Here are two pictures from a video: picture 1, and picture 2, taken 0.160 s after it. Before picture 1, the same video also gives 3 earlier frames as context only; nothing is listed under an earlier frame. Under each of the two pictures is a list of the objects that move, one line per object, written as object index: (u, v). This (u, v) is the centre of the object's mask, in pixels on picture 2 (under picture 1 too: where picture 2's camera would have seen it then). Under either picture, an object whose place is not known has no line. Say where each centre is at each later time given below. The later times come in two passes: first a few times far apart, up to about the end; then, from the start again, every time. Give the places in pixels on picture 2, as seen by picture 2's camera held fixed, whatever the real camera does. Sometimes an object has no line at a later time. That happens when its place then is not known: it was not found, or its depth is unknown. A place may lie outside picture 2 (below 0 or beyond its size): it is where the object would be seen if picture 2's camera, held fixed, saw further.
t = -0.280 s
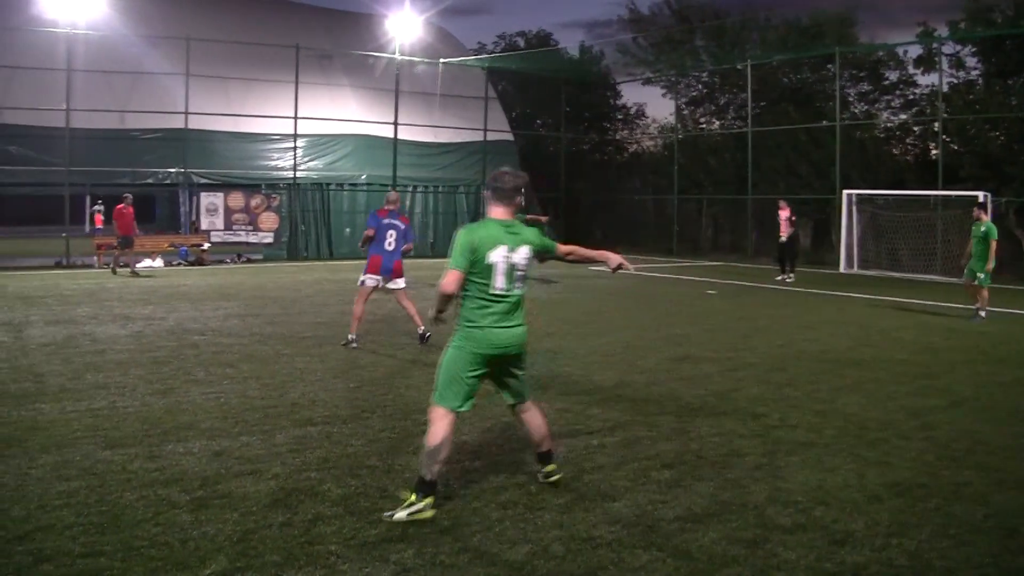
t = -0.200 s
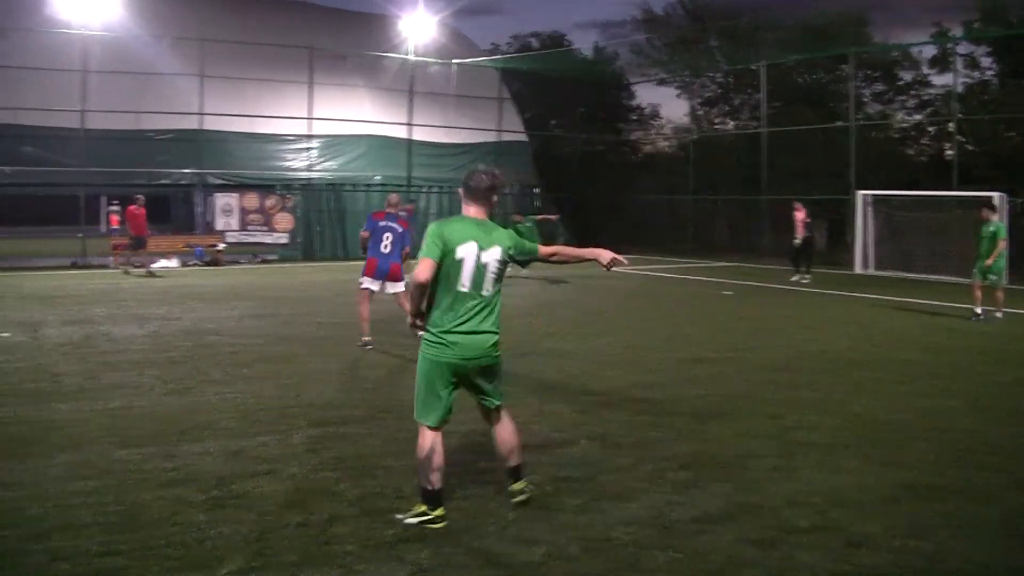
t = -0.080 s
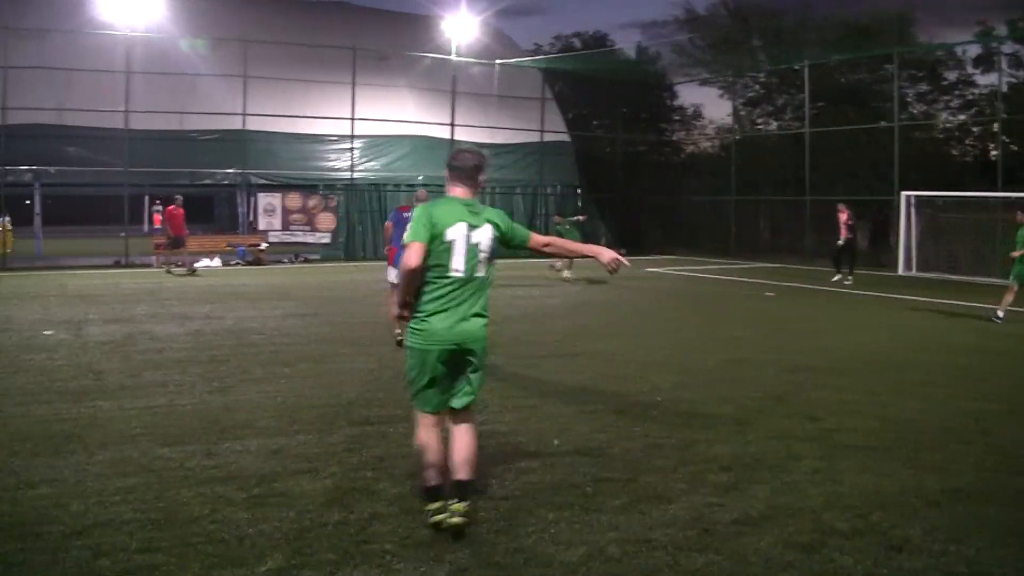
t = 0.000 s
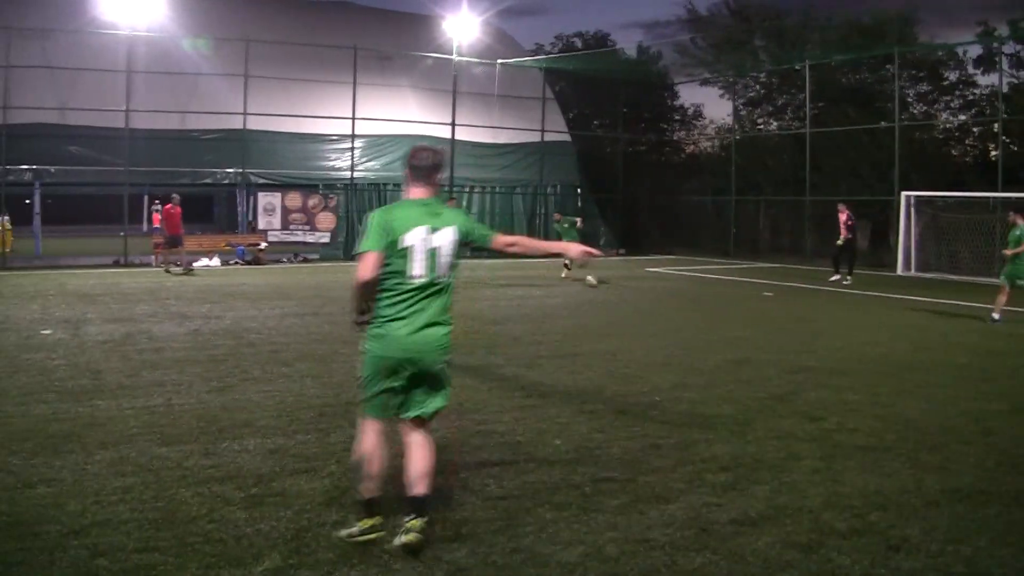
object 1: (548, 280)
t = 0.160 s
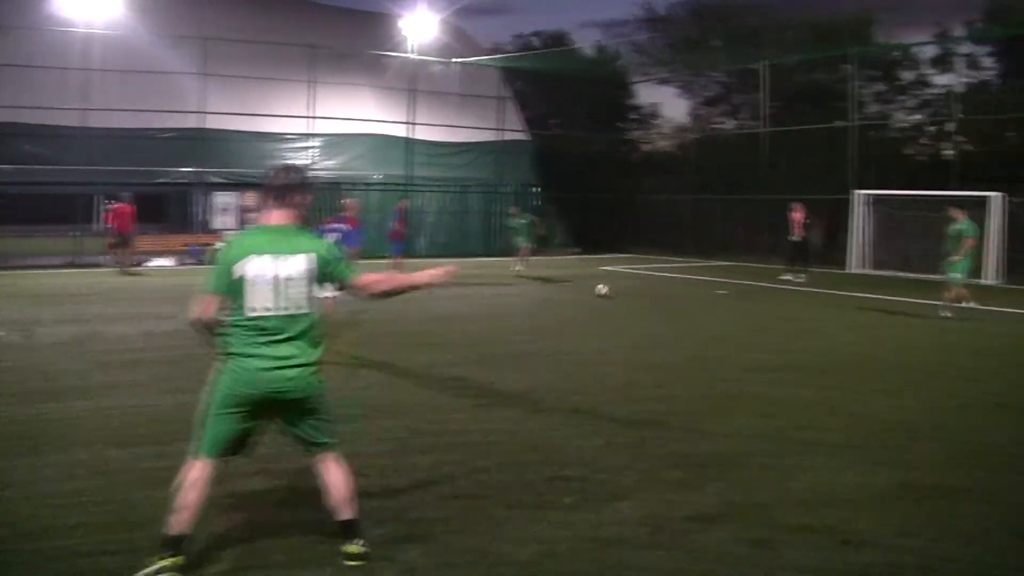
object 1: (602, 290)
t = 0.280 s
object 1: (650, 300)
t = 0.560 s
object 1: (784, 315)
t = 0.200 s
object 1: (617, 293)
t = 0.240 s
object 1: (634, 296)
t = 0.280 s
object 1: (650, 300)
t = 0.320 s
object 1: (668, 302)
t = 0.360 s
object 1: (685, 305)
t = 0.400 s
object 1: (705, 309)
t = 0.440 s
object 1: (725, 313)
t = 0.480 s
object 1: (744, 313)
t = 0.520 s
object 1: (763, 313)
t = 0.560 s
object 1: (784, 315)
